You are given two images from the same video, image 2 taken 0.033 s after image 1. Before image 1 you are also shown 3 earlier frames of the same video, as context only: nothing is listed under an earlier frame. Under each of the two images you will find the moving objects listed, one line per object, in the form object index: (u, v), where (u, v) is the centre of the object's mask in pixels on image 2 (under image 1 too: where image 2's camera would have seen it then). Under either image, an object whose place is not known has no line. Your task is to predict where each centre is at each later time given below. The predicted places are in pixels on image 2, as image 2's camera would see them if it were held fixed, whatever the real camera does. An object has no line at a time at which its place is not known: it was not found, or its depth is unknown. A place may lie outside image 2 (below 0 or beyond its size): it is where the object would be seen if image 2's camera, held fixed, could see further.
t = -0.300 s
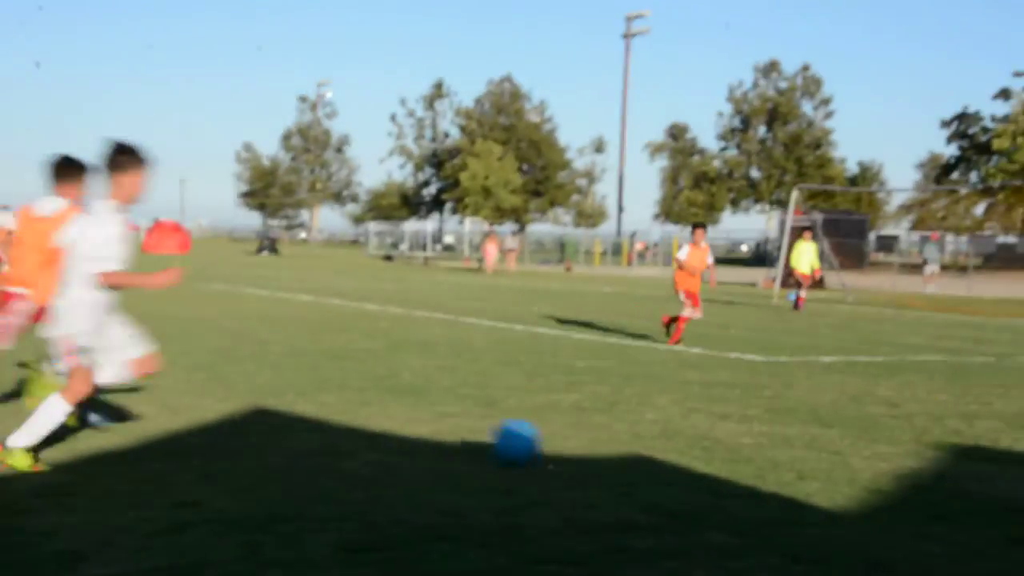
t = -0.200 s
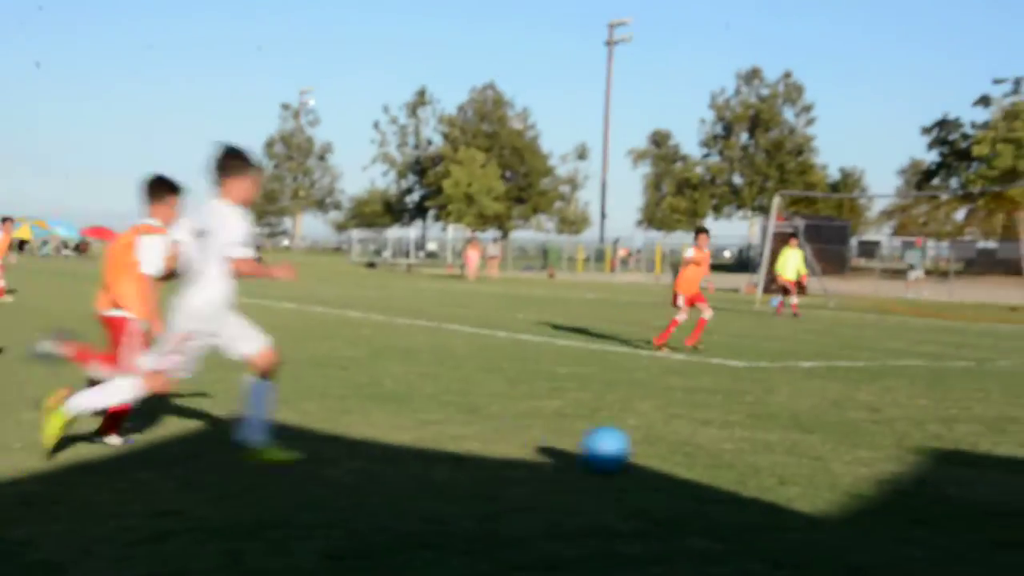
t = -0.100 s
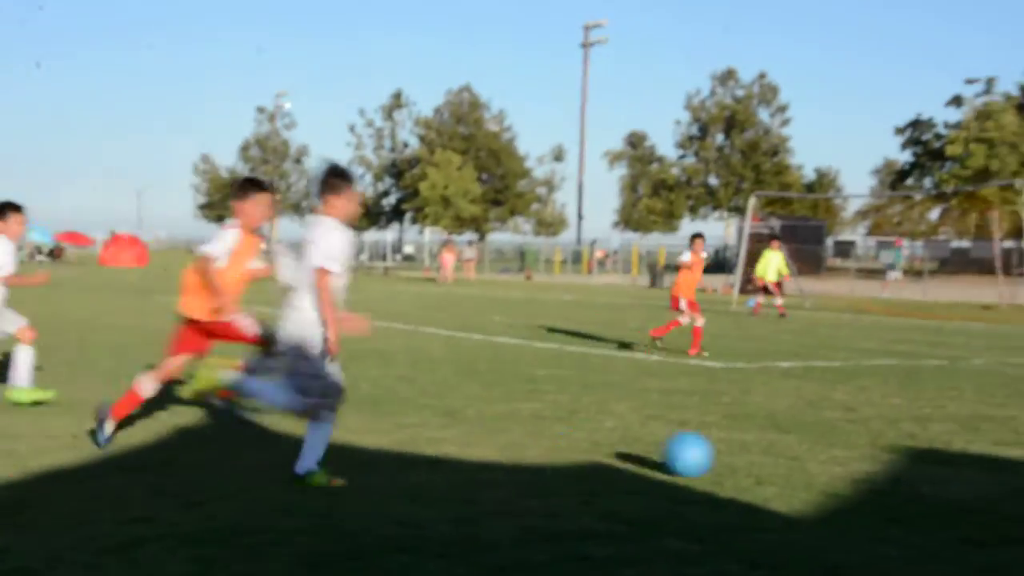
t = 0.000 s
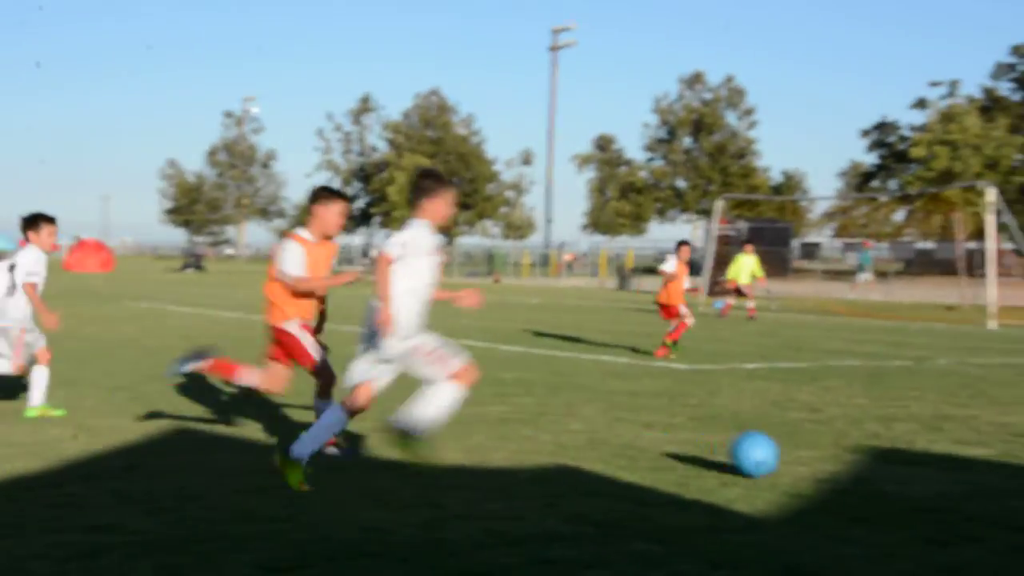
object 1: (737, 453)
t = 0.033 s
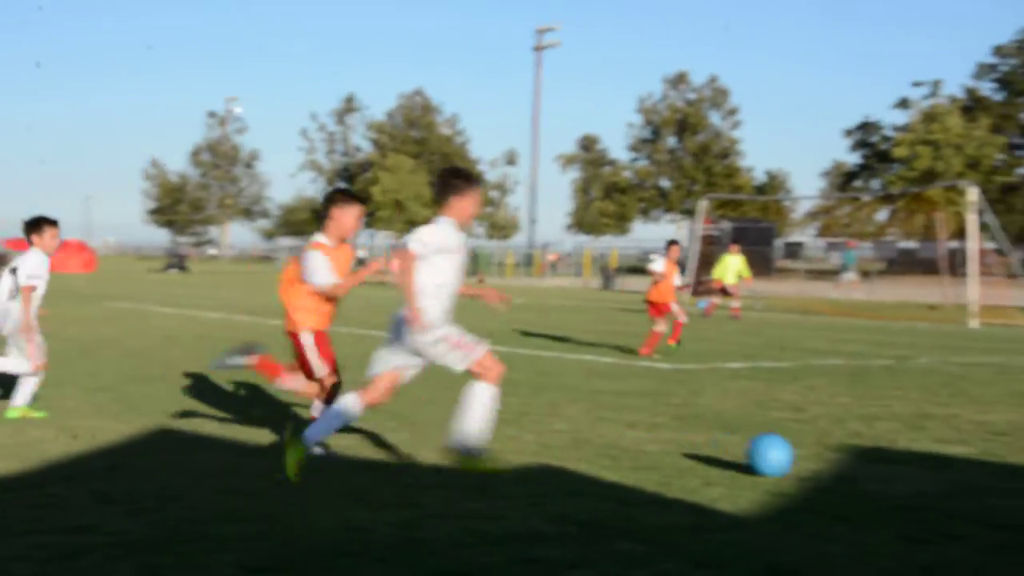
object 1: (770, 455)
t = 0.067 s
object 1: (801, 453)
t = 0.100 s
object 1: (832, 449)
